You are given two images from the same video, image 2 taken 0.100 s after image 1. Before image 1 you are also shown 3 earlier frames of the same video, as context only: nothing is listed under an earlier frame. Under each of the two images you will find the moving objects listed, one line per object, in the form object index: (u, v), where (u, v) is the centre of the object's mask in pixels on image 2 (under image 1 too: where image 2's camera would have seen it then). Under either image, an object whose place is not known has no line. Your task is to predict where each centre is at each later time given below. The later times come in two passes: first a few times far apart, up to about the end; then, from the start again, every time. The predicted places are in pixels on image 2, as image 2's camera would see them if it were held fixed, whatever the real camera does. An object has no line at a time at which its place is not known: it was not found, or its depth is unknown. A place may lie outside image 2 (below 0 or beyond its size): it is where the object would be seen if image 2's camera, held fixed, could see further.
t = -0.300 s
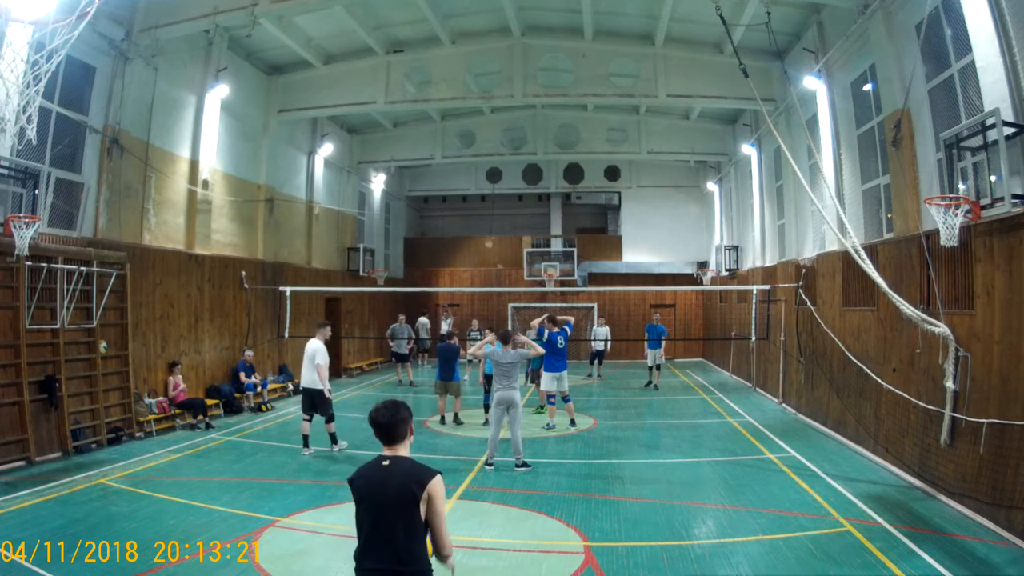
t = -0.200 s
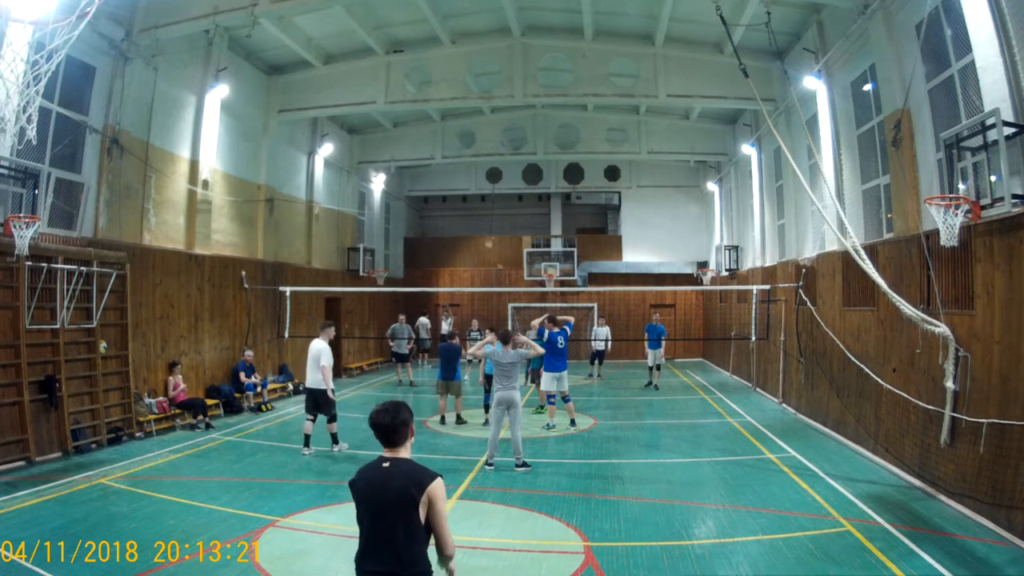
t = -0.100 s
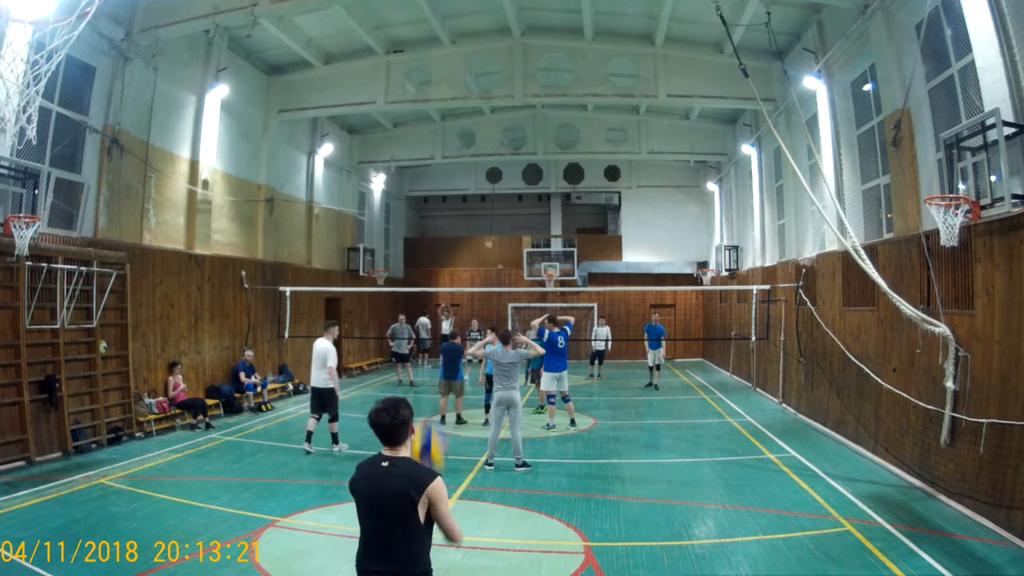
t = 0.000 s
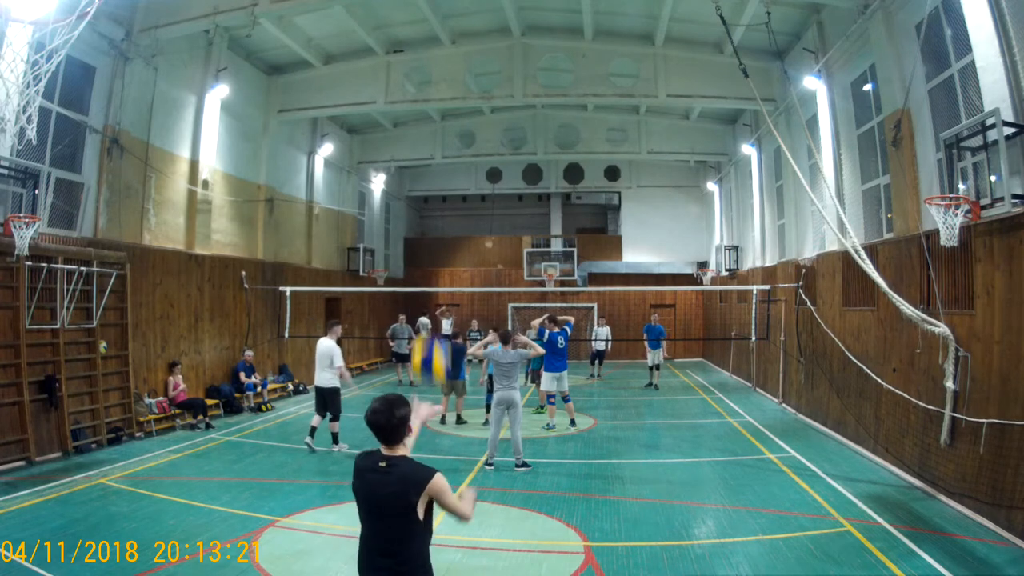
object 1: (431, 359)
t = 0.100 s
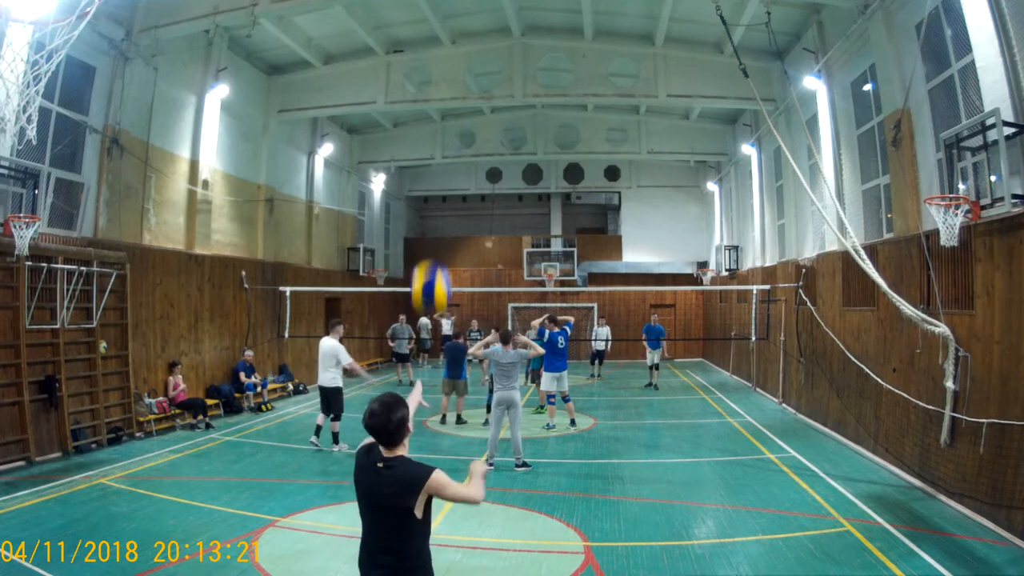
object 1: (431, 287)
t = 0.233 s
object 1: (434, 218)
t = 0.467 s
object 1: (438, 173)
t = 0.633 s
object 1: (440, 209)
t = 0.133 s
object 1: (432, 265)
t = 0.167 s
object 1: (432, 248)
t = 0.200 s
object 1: (433, 232)
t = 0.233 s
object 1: (434, 218)
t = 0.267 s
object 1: (434, 205)
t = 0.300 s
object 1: (435, 194)
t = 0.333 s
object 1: (435, 186)
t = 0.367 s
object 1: (436, 179)
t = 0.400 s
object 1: (437, 175)
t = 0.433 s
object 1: (437, 173)
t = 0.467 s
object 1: (438, 173)
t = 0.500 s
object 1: (438, 175)
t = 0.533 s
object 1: (439, 180)
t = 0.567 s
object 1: (439, 187)
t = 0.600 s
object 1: (439, 197)
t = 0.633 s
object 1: (440, 209)
